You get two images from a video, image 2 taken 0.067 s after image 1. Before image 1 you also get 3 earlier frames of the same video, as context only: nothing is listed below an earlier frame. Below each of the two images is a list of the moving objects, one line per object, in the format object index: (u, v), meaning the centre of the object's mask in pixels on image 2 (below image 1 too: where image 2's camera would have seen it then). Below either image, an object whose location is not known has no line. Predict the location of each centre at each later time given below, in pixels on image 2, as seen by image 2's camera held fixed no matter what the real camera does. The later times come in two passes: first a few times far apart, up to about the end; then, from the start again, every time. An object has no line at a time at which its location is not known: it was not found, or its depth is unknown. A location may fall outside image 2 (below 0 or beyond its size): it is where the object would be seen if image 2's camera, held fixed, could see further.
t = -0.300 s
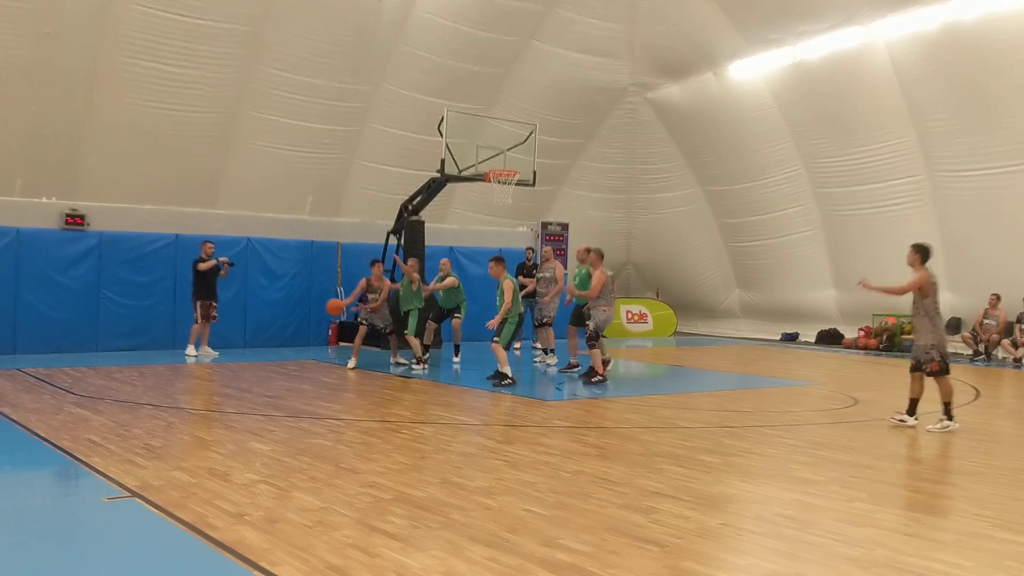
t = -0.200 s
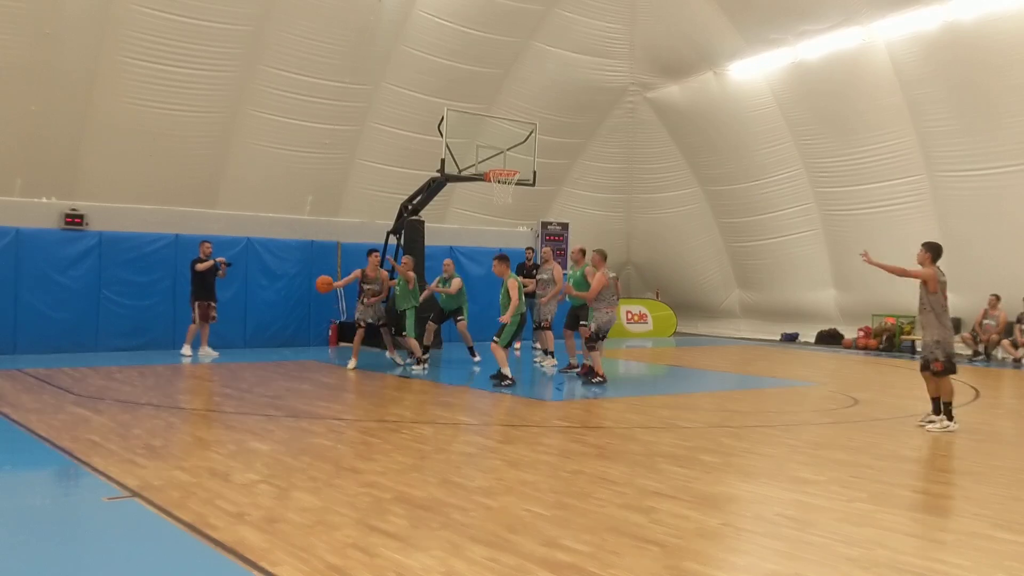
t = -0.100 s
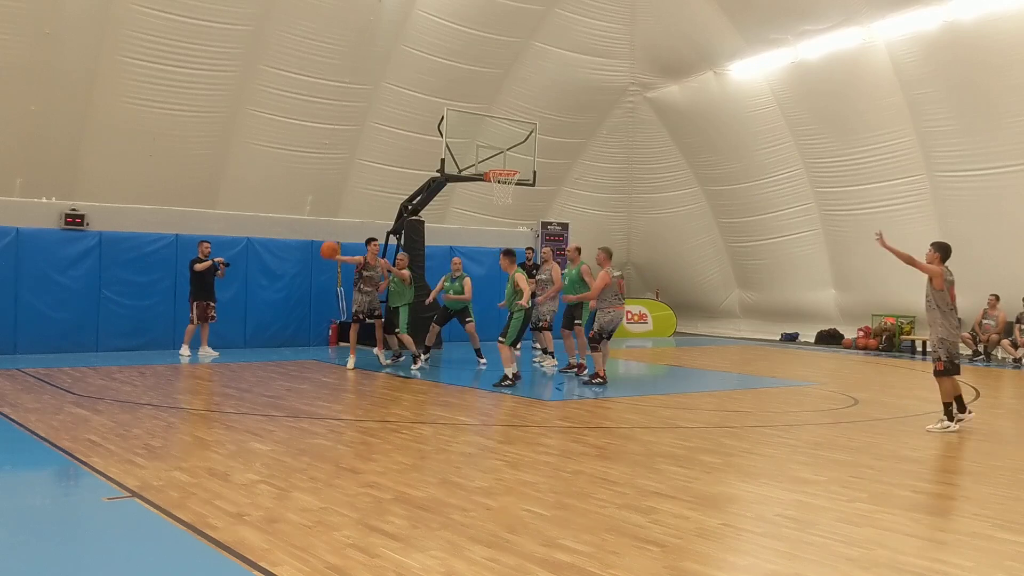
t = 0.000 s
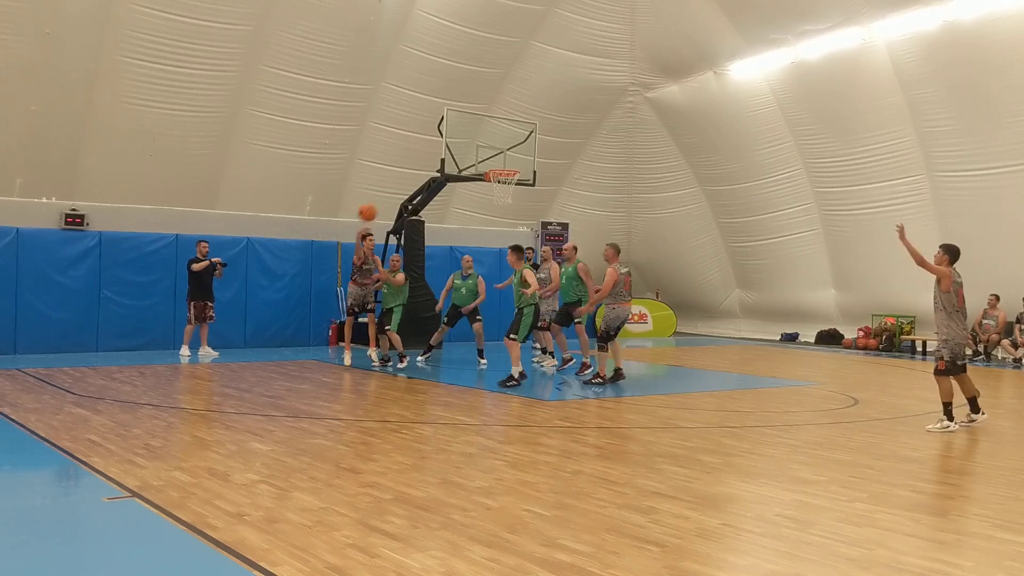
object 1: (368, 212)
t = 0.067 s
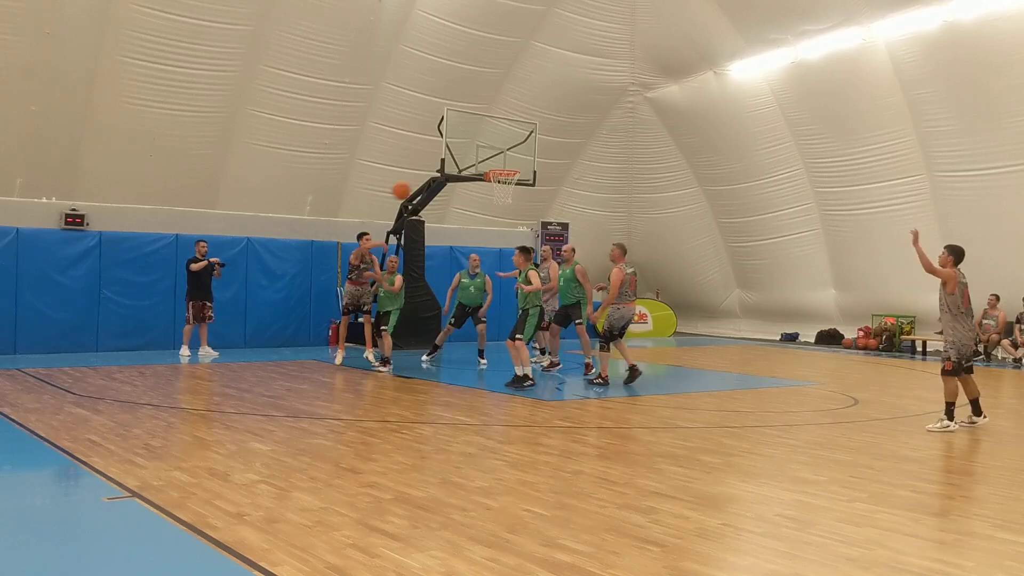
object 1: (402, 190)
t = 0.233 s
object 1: (491, 146)
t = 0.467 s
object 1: (629, 115)
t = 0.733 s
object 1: (811, 133)
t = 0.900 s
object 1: (940, 182)
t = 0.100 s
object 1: (419, 179)
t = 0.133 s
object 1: (437, 171)
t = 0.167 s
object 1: (455, 162)
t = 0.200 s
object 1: (472, 153)
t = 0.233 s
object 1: (491, 146)
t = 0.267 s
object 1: (510, 139)
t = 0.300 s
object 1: (529, 134)
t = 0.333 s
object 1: (548, 129)
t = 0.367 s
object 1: (568, 124)
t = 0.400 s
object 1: (588, 121)
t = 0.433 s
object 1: (608, 117)
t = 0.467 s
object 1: (629, 115)
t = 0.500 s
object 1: (650, 114)
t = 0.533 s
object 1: (672, 114)
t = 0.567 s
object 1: (694, 115)
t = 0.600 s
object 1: (716, 117)
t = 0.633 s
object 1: (739, 119)
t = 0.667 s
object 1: (762, 123)
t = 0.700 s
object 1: (787, 127)
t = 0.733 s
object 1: (811, 133)
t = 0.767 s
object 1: (835, 140)
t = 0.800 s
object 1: (860, 149)
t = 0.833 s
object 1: (886, 158)
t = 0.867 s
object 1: (913, 169)
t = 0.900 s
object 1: (940, 182)
